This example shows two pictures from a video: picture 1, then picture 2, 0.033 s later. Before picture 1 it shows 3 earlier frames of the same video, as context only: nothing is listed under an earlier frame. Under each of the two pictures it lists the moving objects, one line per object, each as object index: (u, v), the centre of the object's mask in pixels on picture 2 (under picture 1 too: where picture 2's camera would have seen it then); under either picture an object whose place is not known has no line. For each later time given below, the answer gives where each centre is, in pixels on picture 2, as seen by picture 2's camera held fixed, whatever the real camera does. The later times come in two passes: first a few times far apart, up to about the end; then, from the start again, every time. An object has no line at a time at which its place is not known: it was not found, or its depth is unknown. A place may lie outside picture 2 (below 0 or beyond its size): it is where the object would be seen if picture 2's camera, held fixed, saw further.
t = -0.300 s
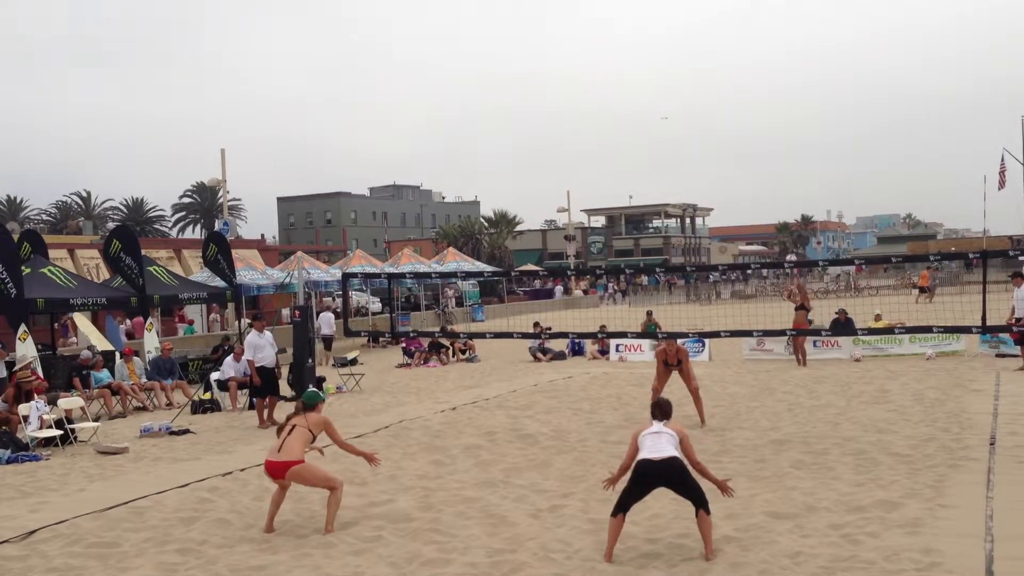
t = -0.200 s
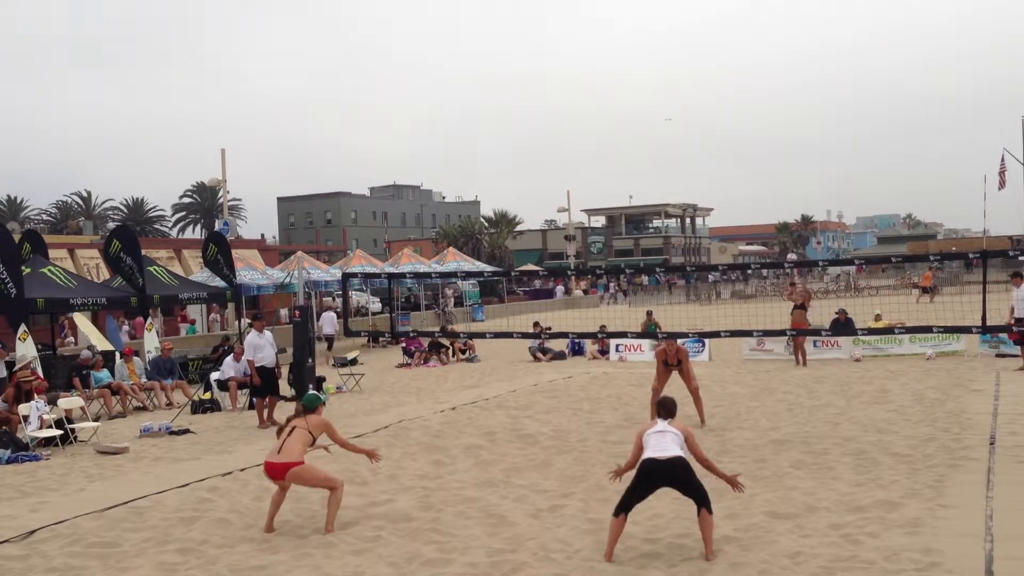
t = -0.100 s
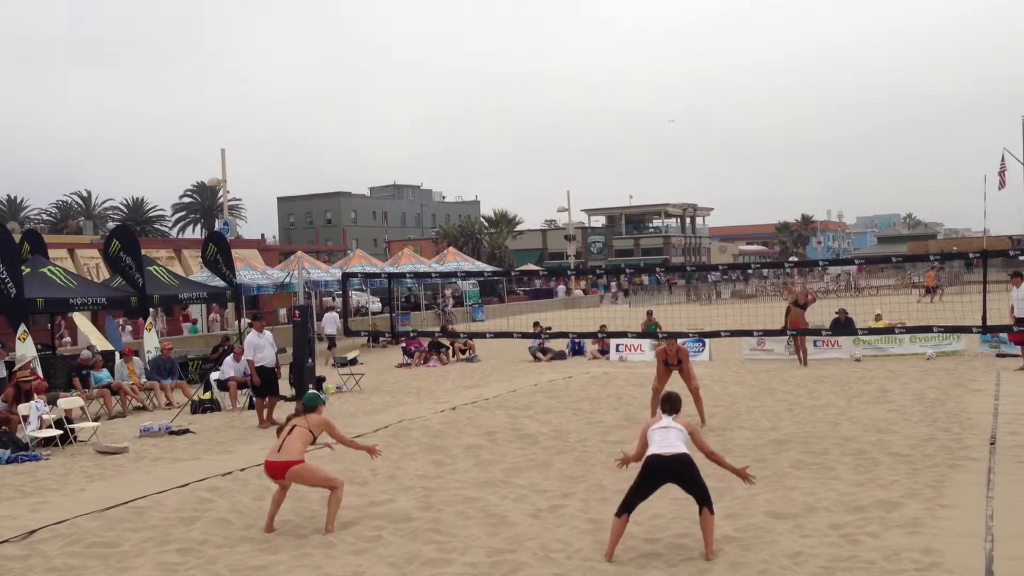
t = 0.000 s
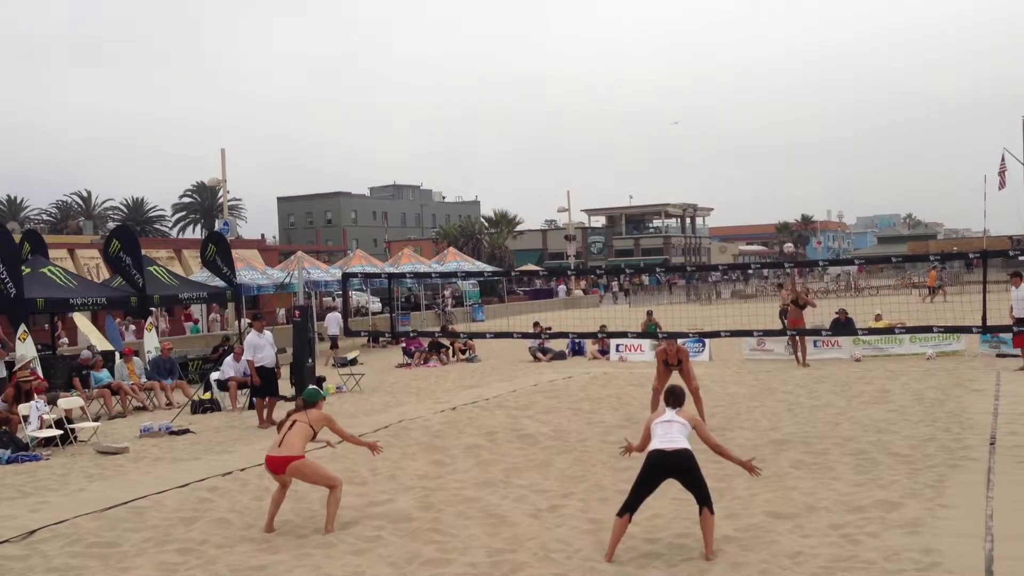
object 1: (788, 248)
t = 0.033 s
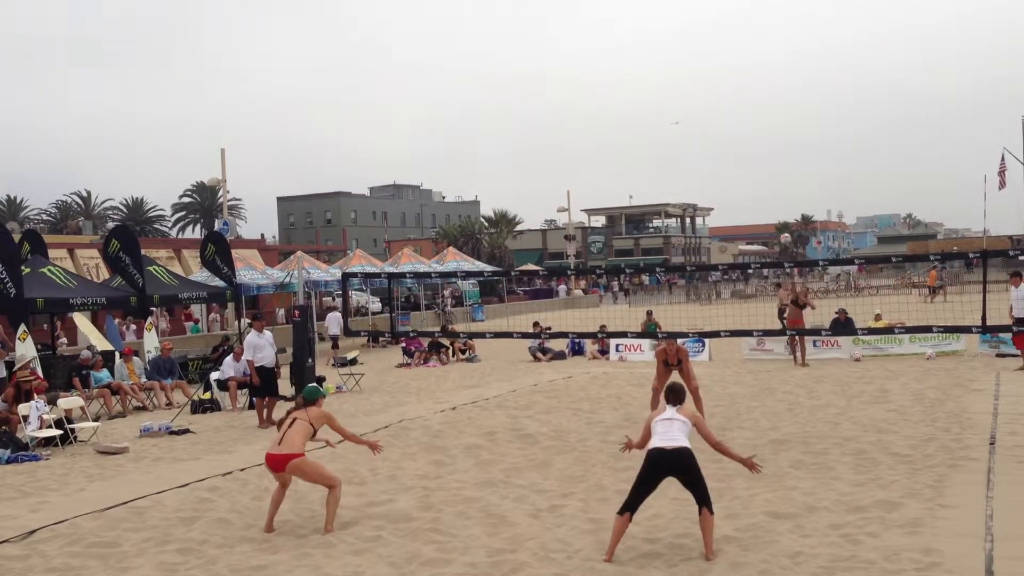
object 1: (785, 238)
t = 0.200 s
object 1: (768, 198)
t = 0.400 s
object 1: (742, 159)
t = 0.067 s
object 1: (782, 231)
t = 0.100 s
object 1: (778, 219)
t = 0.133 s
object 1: (775, 213)
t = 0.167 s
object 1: (772, 205)
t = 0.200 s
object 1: (768, 198)
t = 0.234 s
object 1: (764, 191)
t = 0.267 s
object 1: (760, 183)
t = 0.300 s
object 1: (756, 177)
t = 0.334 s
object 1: (751, 170)
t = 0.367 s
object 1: (747, 164)
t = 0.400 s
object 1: (742, 159)
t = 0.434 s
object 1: (737, 154)
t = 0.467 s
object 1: (733, 150)
